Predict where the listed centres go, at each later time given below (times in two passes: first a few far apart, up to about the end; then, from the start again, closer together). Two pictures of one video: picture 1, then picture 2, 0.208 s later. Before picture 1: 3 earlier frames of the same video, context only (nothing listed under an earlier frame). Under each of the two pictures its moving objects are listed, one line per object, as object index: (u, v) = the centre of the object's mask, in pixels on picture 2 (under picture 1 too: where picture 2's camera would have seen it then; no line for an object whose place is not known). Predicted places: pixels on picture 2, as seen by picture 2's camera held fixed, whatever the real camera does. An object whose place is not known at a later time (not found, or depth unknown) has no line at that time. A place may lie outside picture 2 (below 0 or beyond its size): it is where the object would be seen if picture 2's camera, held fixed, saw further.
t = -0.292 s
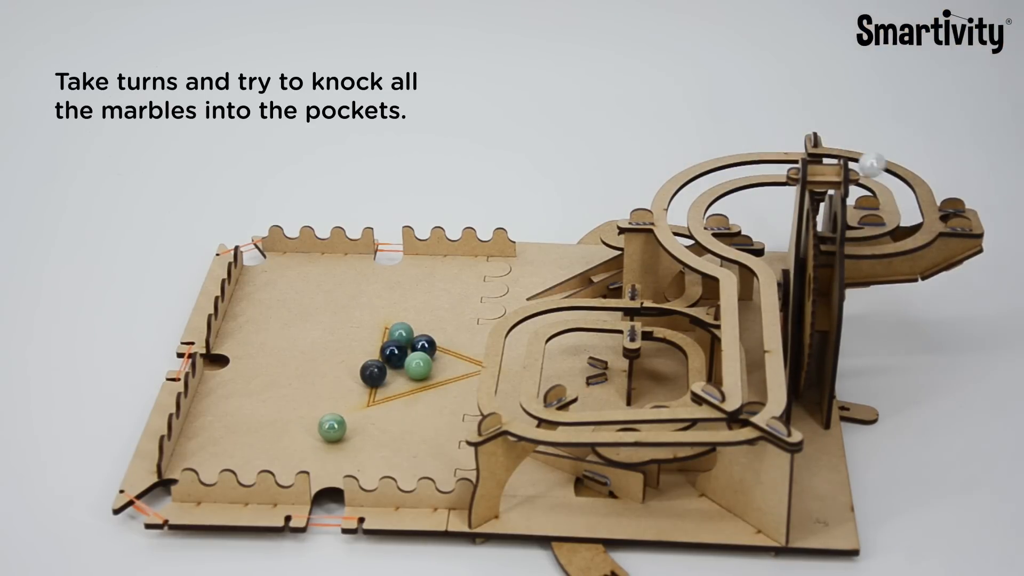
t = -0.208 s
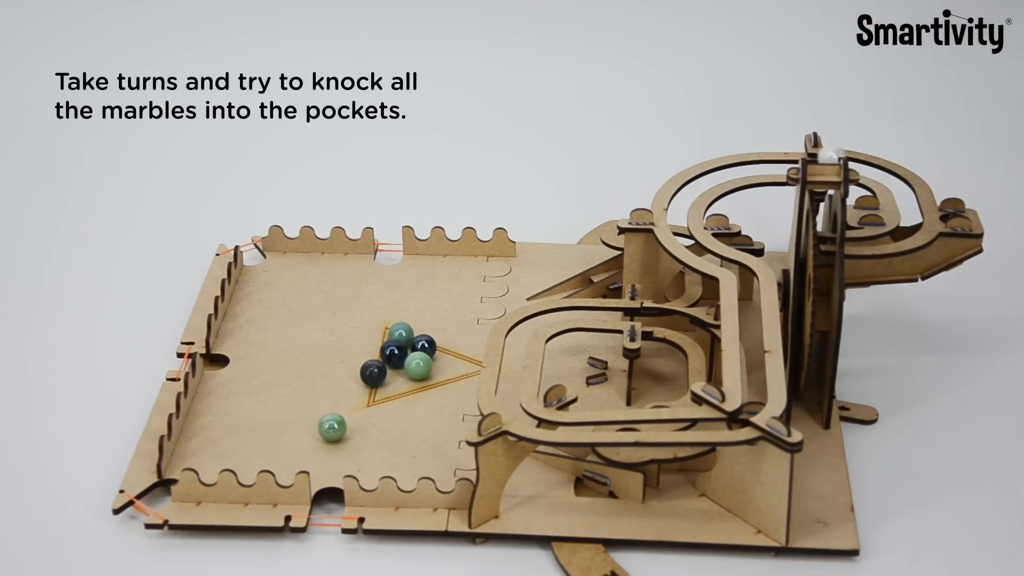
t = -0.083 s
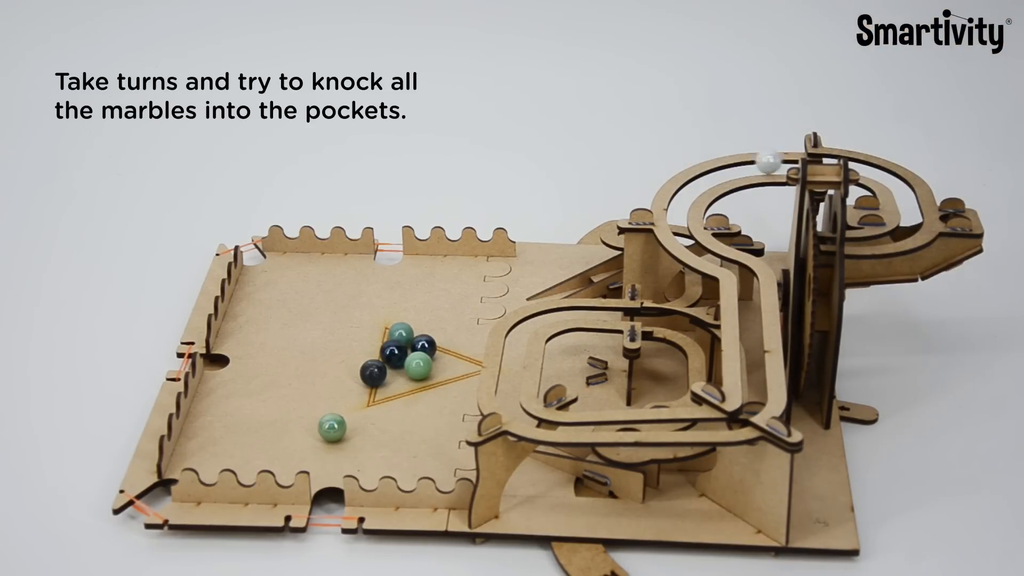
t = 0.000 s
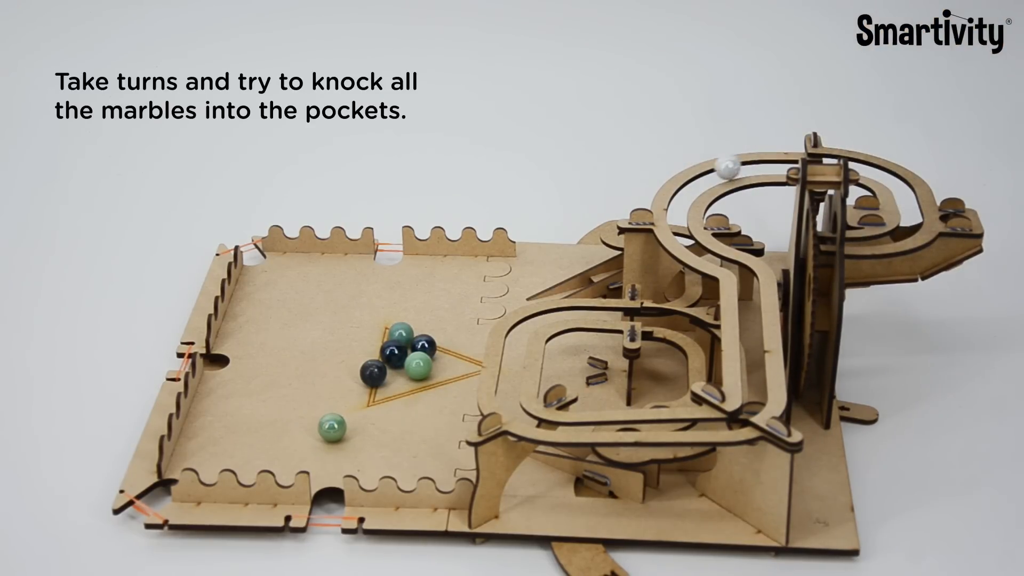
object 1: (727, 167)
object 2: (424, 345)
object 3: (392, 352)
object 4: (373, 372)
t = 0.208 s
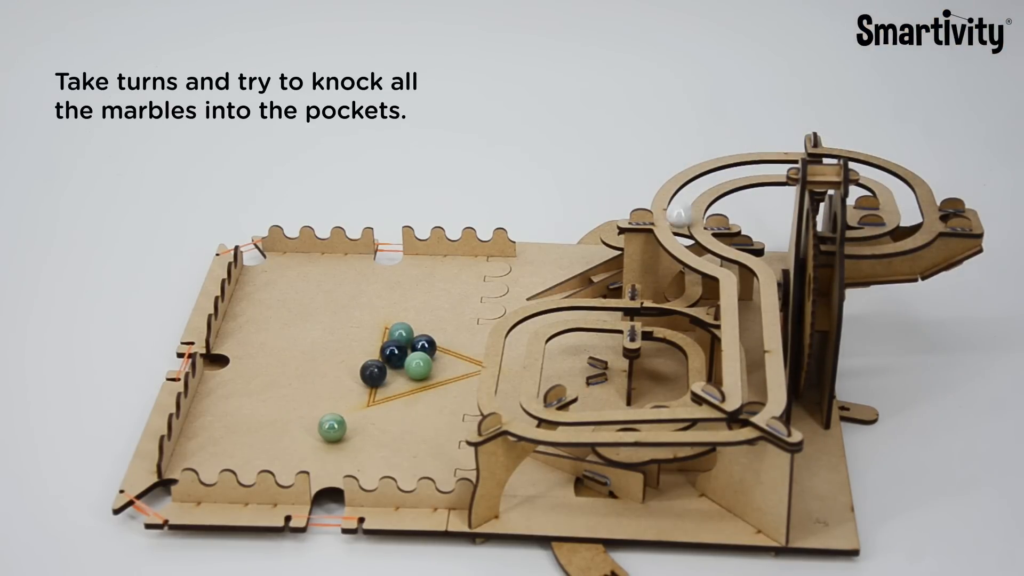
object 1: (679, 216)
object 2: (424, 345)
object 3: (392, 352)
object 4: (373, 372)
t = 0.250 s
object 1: (684, 227)
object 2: (424, 345)
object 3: (392, 352)
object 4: (373, 372)
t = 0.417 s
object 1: (744, 264)
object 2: (424, 345)
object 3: (392, 352)
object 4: (373, 372)
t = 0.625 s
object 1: (751, 326)
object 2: (424, 345)
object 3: (392, 352)
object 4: (373, 372)
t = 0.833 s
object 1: (751, 398)
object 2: (424, 345)
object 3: (392, 352)
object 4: (373, 372)
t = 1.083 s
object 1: (629, 416)
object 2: (424, 345)
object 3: (392, 352)
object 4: (373, 372)
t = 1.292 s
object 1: (521, 405)
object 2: (424, 345)
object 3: (392, 352)
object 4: (373, 372)
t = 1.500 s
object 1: (515, 345)
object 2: (424, 345)
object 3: (392, 352)
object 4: (373, 372)
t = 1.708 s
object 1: (596, 304)
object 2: (424, 345)
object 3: (392, 352)
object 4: (373, 372)
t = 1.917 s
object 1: (706, 333)
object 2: (424, 345)
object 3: (392, 352)
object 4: (373, 372)
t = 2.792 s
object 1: (432, 384)
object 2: (424, 345)
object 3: (392, 352)
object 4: (373, 372)
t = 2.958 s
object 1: (383, 387)
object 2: (430, 327)
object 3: (377, 347)
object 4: (367, 369)
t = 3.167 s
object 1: (347, 406)
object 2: (434, 304)
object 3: (352, 342)
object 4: (355, 363)
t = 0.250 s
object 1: (684, 227)
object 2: (424, 345)
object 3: (392, 352)
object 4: (373, 372)
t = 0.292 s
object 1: (695, 237)
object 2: (424, 345)
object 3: (392, 352)
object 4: (373, 372)
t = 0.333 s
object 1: (710, 247)
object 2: (424, 345)
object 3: (392, 352)
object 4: (373, 372)
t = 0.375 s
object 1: (728, 255)
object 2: (424, 345)
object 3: (392, 352)
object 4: (373, 372)
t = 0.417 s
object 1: (744, 264)
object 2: (424, 345)
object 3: (392, 352)
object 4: (373, 372)
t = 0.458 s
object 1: (748, 275)
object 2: (424, 345)
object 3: (392, 352)
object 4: (373, 372)
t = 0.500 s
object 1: (749, 287)
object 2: (424, 345)
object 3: (392, 352)
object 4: (373, 372)
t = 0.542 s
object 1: (749, 299)
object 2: (424, 345)
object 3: (392, 352)
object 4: (373, 372)
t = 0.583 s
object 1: (750, 313)
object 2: (424, 345)
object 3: (392, 352)
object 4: (373, 372)
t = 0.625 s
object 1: (751, 326)
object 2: (424, 345)
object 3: (392, 352)
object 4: (373, 372)
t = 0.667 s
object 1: (751, 340)
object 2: (424, 345)
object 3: (392, 352)
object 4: (373, 372)
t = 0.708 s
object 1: (752, 354)
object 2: (424, 345)
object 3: (392, 352)
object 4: (373, 372)
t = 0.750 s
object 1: (752, 369)
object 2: (424, 345)
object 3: (392, 352)
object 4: (373, 372)
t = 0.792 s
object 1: (753, 384)
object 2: (424, 345)
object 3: (392, 352)
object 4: (373, 372)
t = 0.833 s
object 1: (751, 398)
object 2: (424, 345)
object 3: (392, 352)
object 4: (373, 372)
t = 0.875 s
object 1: (732, 410)
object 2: (424, 345)
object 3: (392, 352)
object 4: (373, 372)
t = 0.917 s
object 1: (710, 415)
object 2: (424, 345)
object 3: (392, 352)
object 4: (373, 372)
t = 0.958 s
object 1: (689, 415)
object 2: (424, 345)
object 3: (392, 352)
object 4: (373, 372)
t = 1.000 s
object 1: (670, 415)
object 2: (424, 345)
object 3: (392, 352)
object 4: (373, 372)
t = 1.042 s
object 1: (650, 416)
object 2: (424, 345)
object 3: (392, 352)
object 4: (373, 372)
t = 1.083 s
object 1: (629, 416)
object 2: (424, 345)
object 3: (392, 352)
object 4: (373, 372)
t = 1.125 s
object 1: (607, 416)
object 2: (424, 345)
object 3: (392, 352)
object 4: (373, 372)
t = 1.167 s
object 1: (585, 416)
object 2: (424, 345)
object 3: (392, 352)
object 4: (373, 372)
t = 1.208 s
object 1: (561, 416)
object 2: (424, 345)
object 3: (392, 352)
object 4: (373, 372)
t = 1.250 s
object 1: (540, 413)
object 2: (424, 345)
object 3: (392, 352)
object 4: (373, 372)
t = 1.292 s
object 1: (521, 405)
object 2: (424, 345)
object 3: (392, 352)
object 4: (373, 372)
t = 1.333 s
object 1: (510, 395)
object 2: (424, 345)
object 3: (392, 352)
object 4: (373, 372)
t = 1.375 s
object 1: (508, 382)
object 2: (424, 345)
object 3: (392, 352)
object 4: (373, 372)
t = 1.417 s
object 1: (510, 370)
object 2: (424, 345)
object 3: (392, 352)
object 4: (373, 372)
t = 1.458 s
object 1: (512, 357)
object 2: (424, 345)
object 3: (392, 352)
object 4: (373, 372)
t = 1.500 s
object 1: (515, 345)
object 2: (424, 345)
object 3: (392, 352)
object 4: (373, 372)
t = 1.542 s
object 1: (516, 332)
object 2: (424, 345)
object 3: (392, 352)
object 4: (373, 372)
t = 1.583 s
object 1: (525, 319)
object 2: (424, 345)
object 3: (392, 352)
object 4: (373, 372)
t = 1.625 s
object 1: (544, 310)
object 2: (424, 345)
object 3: (392, 352)
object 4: (373, 372)
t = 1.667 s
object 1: (569, 305)
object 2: (424, 345)
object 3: (392, 352)
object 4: (373, 372)
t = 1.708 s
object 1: (596, 304)
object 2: (424, 345)
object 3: (392, 352)
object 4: (373, 372)
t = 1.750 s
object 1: (621, 306)
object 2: (424, 345)
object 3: (392, 352)
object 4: (373, 372)
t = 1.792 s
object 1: (647, 308)
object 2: (424, 345)
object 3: (392, 352)
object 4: (373, 372)
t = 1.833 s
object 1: (671, 315)
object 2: (424, 345)
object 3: (392, 352)
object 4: (373, 372)
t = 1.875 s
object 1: (691, 322)
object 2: (424, 345)
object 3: (392, 352)
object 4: (373, 372)
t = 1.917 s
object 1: (706, 333)
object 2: (424, 345)
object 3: (392, 352)
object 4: (373, 372)
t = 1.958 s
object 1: (711, 346)
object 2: (424, 345)
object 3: (392, 352)
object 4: (373, 372)
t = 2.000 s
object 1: (712, 360)
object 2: (424, 345)
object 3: (392, 352)
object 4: (373, 372)
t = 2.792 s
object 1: (432, 384)
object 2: (424, 345)
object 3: (392, 352)
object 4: (373, 372)
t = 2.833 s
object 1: (417, 382)
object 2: (426, 343)
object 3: (391, 351)
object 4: (373, 372)
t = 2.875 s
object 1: (404, 382)
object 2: (427, 339)
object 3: (387, 350)
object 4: (373, 373)
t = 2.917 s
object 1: (391, 383)
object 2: (428, 333)
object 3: (382, 348)
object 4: (371, 372)
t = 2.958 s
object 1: (383, 387)
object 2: (430, 327)
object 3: (377, 347)
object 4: (367, 369)
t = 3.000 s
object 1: (375, 390)
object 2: (432, 322)
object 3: (372, 345)
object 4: (364, 368)
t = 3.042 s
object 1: (368, 394)
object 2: (433, 317)
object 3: (367, 345)
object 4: (361, 367)
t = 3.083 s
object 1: (361, 398)
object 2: (434, 313)
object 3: (361, 343)
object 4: (359, 366)
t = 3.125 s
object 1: (354, 403)
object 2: (434, 308)
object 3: (357, 343)
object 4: (357, 364)
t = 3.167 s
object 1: (347, 406)
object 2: (434, 304)
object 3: (352, 342)
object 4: (355, 363)
